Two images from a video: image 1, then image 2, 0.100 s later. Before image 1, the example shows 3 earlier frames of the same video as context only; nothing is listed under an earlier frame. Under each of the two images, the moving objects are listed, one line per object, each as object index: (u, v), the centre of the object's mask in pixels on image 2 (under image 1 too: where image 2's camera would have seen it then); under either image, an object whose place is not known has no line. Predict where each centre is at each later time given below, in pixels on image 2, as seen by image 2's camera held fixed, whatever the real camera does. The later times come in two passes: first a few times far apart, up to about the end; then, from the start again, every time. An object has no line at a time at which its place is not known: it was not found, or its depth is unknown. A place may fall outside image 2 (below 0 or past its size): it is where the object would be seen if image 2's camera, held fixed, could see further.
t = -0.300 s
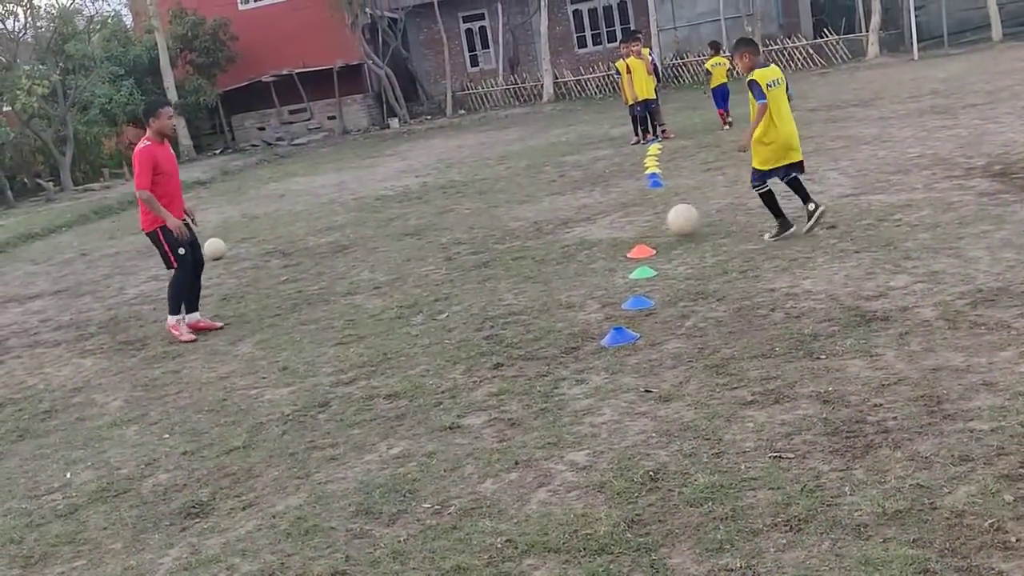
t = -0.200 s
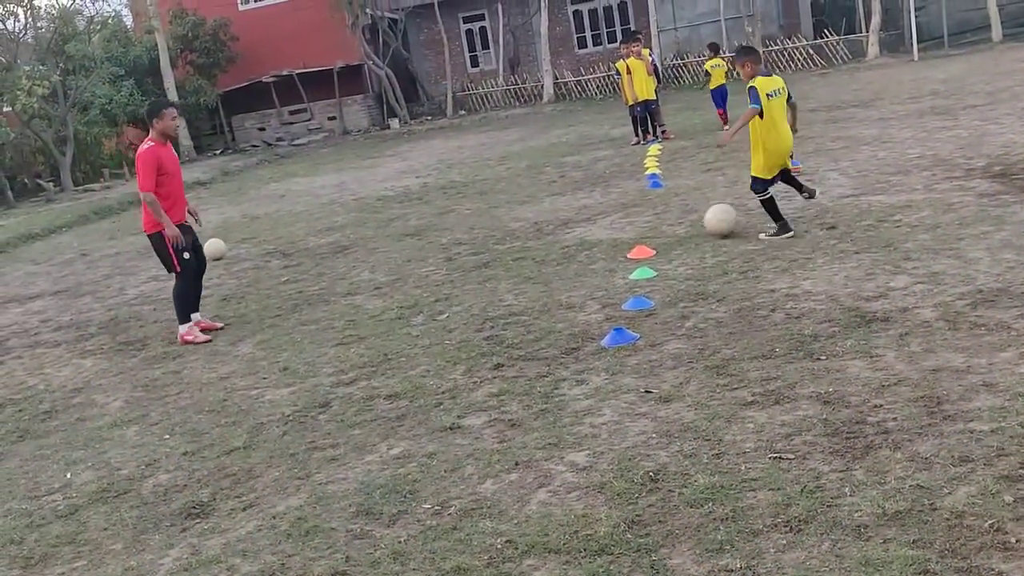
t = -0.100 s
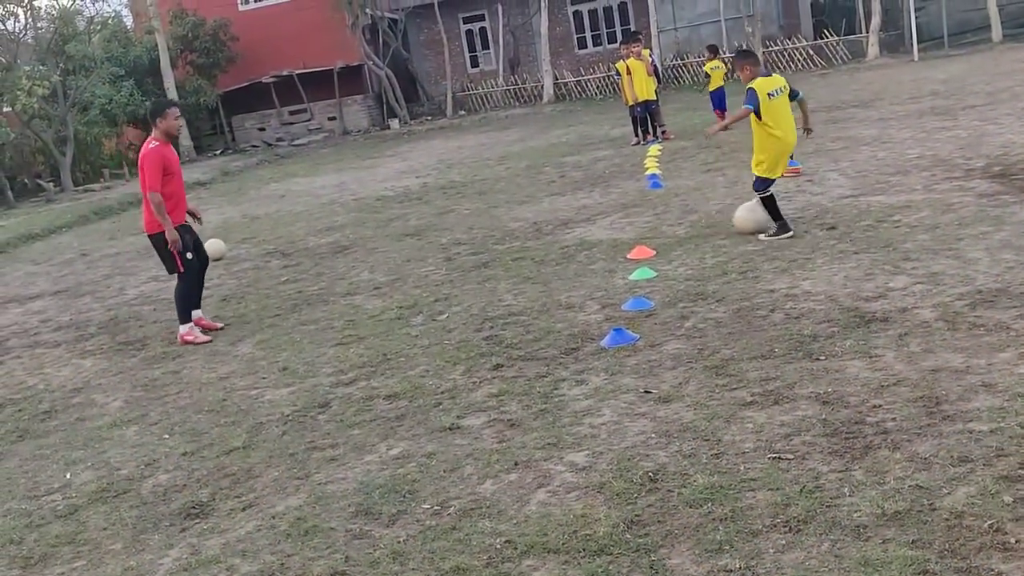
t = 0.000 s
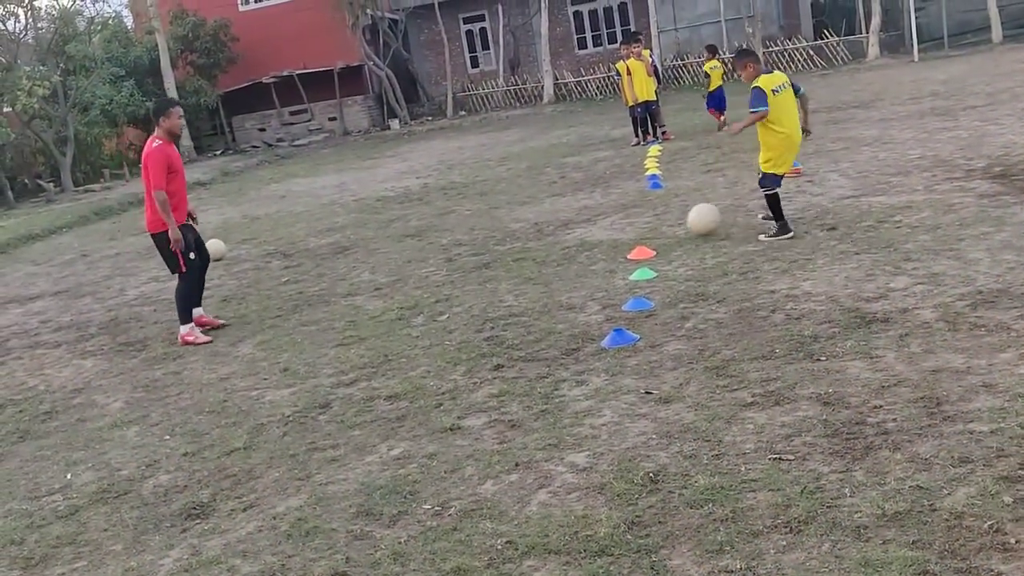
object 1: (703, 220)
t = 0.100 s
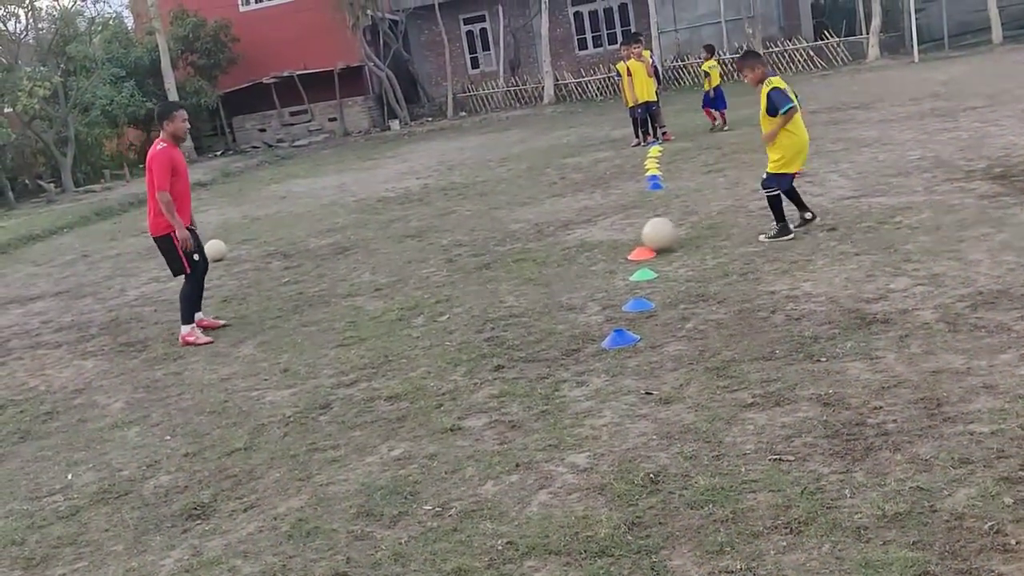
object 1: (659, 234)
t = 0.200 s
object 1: (633, 222)
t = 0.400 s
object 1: (598, 212)
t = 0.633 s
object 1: (564, 250)
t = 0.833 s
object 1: (517, 247)
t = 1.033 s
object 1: (477, 259)
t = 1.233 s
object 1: (442, 265)
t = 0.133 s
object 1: (646, 236)
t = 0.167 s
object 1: (639, 229)
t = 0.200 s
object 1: (633, 222)
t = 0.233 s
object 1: (627, 217)
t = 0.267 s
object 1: (621, 212)
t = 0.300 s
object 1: (615, 210)
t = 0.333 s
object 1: (609, 210)
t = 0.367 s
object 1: (603, 210)
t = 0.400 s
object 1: (598, 212)
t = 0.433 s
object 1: (593, 216)
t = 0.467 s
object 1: (589, 222)
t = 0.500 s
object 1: (585, 228)
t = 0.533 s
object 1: (580, 236)
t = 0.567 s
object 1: (577, 246)
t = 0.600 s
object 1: (572, 256)
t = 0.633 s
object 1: (564, 250)
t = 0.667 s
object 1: (555, 245)
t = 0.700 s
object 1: (547, 242)
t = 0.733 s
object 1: (539, 241)
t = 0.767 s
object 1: (531, 241)
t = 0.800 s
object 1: (523, 243)
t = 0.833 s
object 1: (517, 247)
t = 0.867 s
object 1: (510, 252)
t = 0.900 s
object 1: (503, 258)
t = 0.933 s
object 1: (497, 266)
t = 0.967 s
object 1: (490, 270)
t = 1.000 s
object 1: (483, 264)
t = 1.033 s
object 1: (477, 259)
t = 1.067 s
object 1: (471, 257)
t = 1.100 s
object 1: (464, 255)
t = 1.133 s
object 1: (458, 256)
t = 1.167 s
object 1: (453, 257)
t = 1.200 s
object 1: (447, 260)
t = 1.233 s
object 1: (442, 265)
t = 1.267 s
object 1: (437, 271)
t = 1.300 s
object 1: (432, 280)
